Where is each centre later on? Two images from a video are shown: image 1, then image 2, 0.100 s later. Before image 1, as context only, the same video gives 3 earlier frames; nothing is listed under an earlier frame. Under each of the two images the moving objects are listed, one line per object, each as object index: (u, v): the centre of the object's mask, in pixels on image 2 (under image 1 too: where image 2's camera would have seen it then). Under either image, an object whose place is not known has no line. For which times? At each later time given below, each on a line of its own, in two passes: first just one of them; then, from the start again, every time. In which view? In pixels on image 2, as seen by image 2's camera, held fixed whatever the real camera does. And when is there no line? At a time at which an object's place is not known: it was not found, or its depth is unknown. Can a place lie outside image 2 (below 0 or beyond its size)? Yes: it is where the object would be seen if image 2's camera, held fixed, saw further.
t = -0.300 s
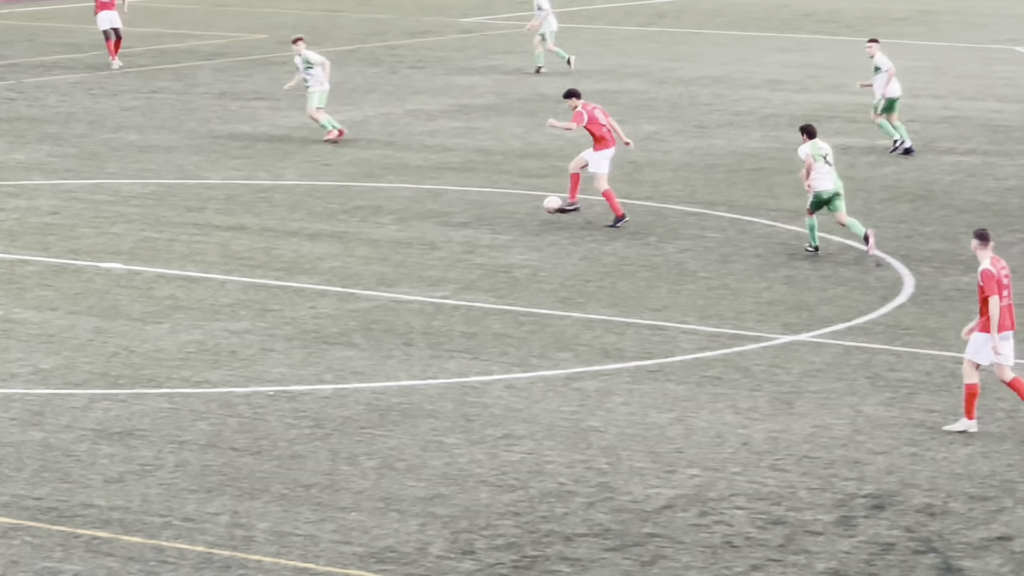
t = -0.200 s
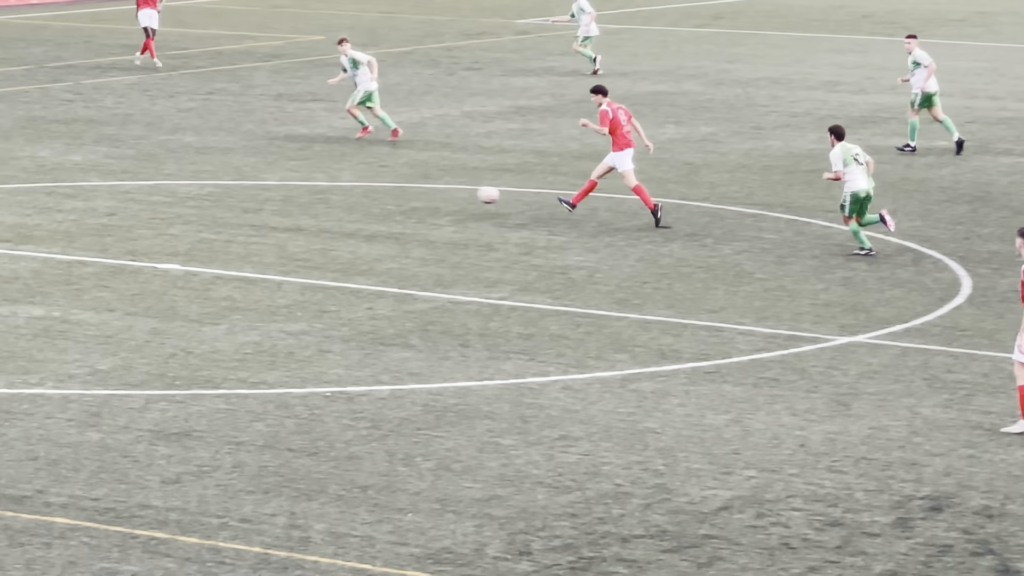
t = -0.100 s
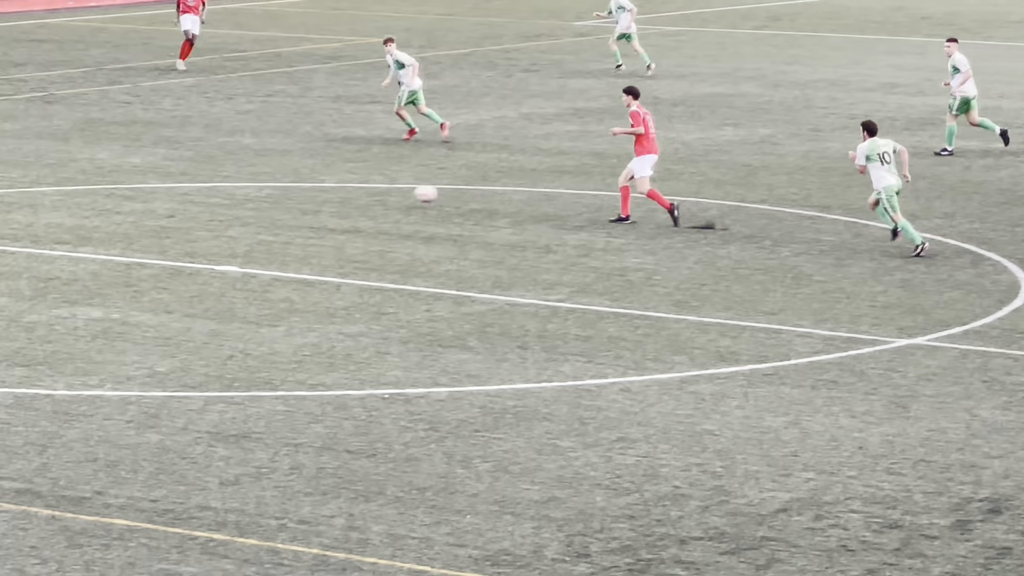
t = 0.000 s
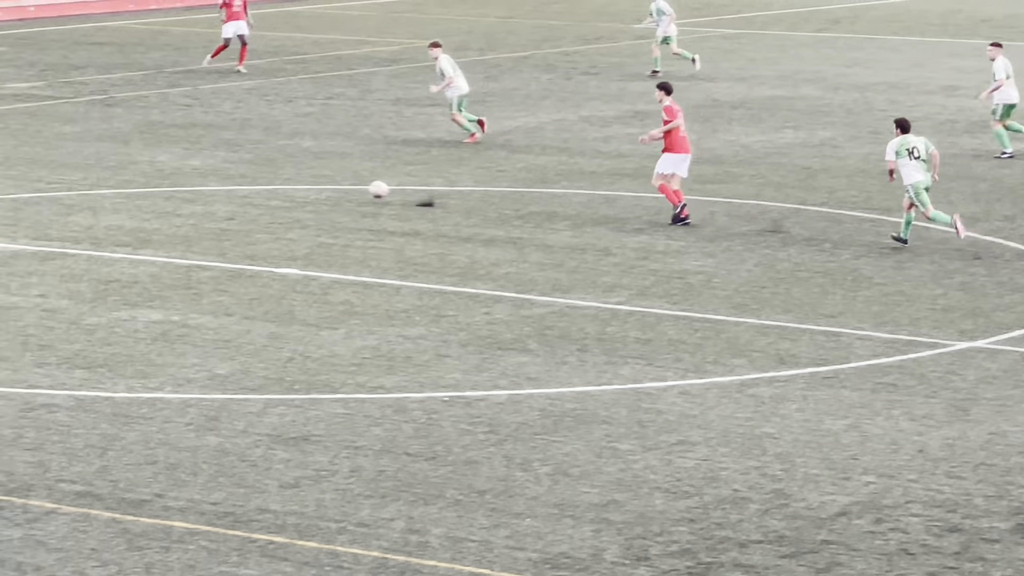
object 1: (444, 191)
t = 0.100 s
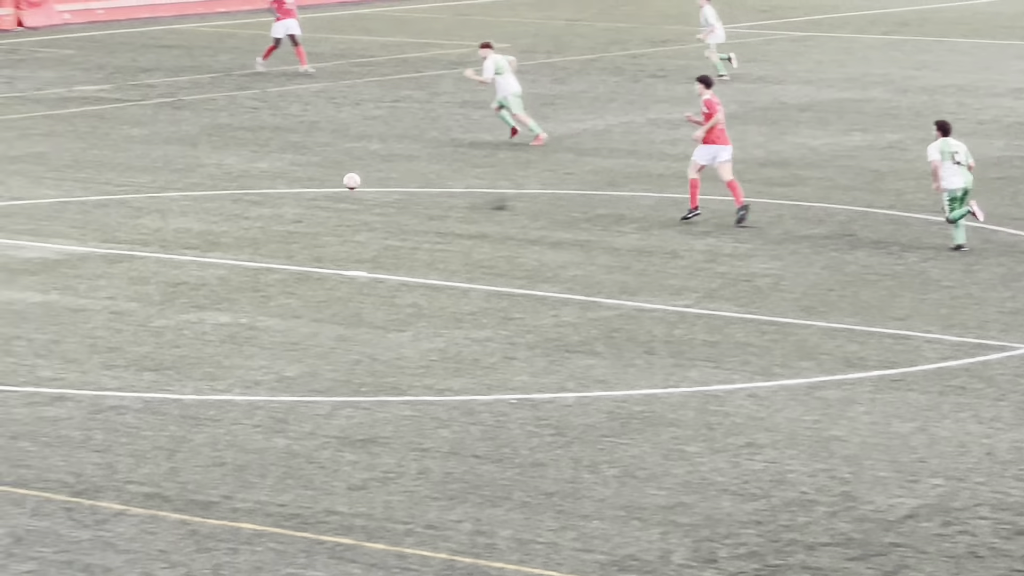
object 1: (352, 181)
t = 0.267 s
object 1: (210, 178)
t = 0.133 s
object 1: (323, 180)
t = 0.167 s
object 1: (293, 179)
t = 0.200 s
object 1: (264, 180)
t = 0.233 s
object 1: (236, 181)
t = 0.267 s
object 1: (210, 178)
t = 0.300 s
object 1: (187, 173)
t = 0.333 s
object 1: (164, 169)
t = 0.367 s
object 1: (141, 165)
